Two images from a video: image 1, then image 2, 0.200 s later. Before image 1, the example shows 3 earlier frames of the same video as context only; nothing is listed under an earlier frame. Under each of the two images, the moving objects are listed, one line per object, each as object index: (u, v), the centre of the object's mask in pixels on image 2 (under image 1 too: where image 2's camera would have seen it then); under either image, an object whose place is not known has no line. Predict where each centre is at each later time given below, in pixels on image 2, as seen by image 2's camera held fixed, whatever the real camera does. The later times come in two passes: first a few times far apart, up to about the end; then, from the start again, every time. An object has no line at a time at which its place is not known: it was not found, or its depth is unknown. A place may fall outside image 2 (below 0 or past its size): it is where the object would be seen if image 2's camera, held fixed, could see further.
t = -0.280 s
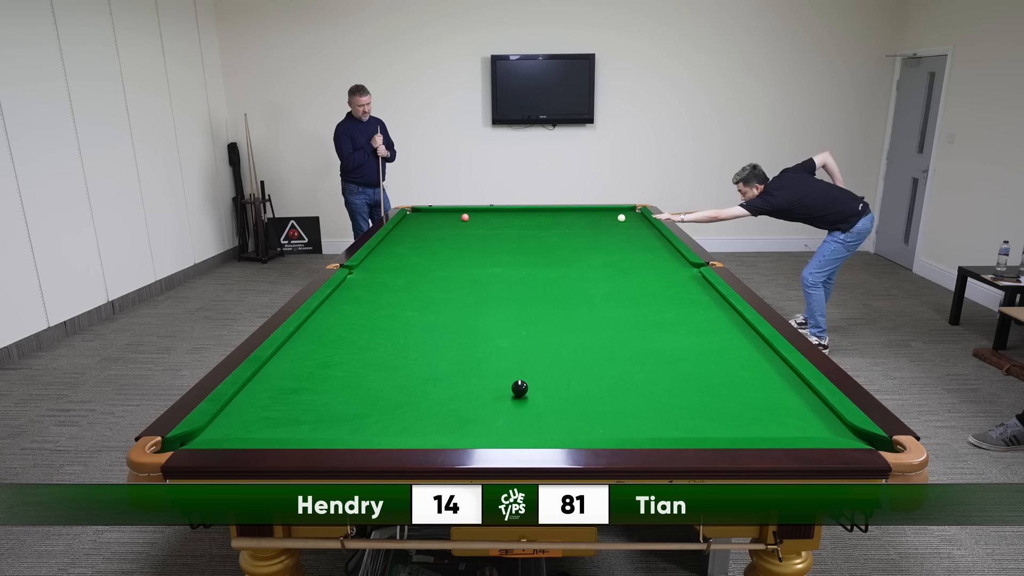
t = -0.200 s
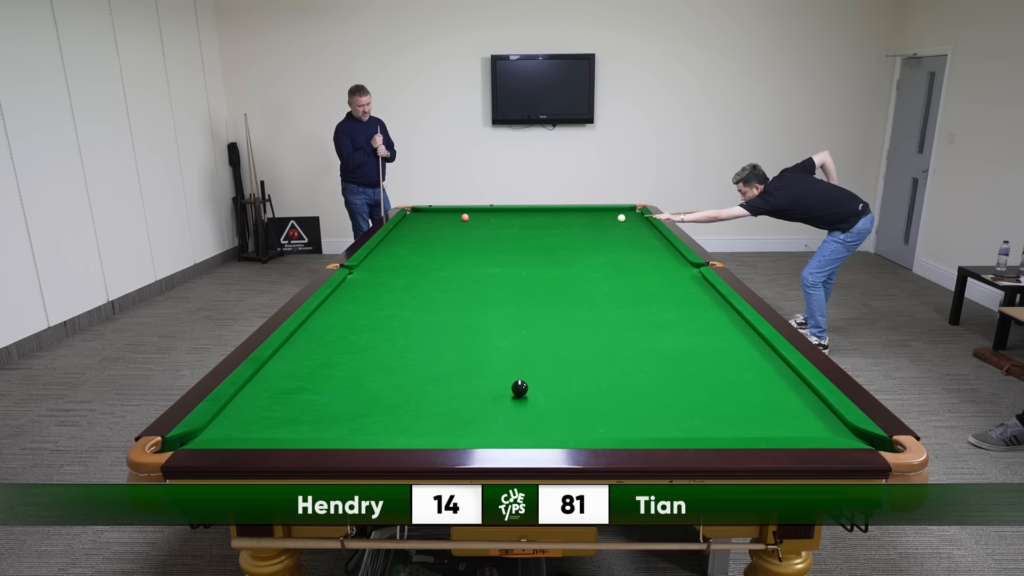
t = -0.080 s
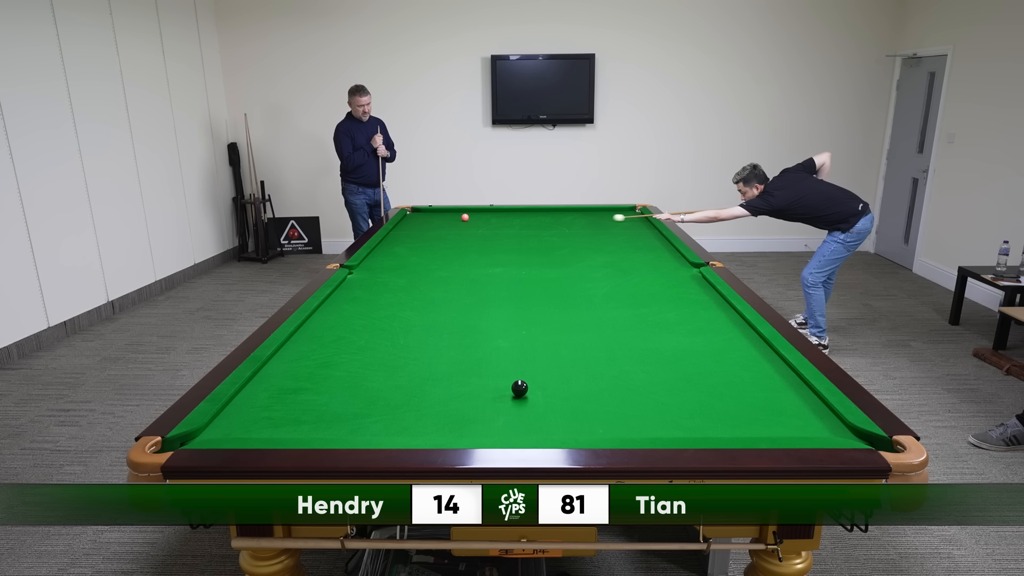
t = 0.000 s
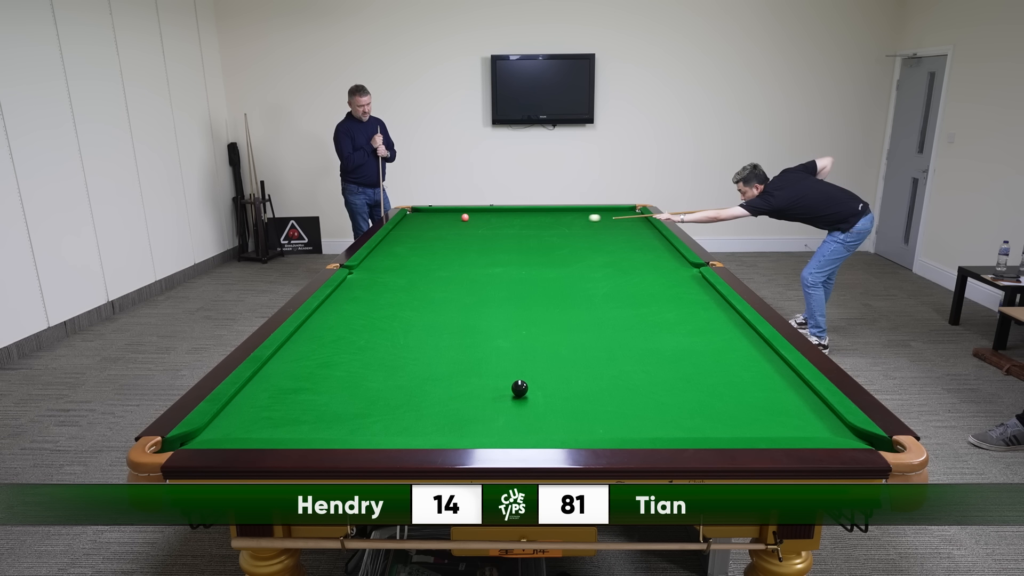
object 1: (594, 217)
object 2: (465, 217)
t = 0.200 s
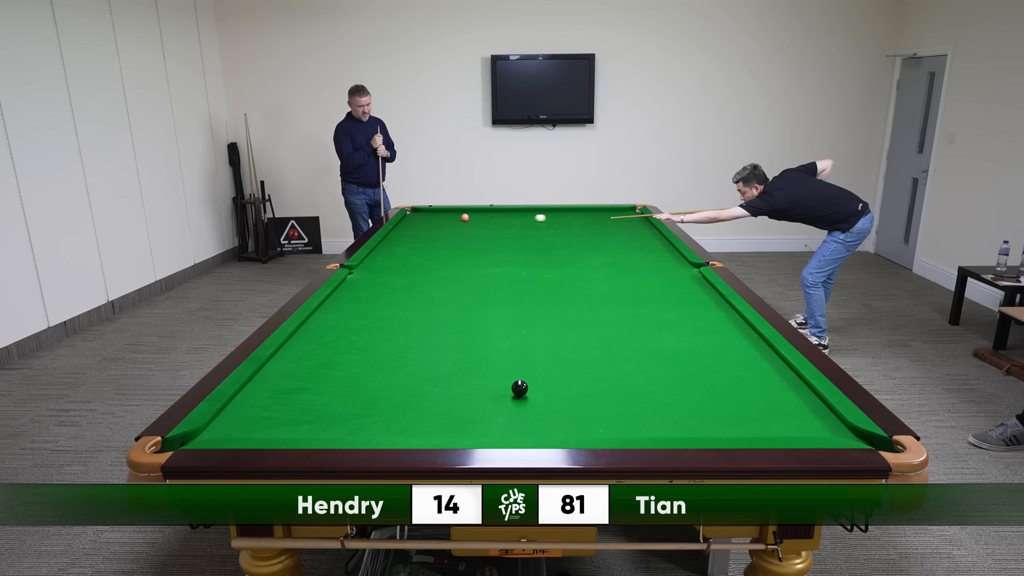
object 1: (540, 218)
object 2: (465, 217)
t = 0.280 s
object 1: (520, 218)
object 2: (465, 217)
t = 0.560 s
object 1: (462, 220)
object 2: (455, 216)
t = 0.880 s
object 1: (419, 225)
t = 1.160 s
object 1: (405, 230)
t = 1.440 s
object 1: (424, 234)
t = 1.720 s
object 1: (443, 238)
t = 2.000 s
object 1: (462, 242)
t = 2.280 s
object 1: (482, 247)
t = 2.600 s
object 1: (505, 252)
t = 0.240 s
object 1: (530, 218)
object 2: (465, 217)
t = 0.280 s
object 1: (520, 218)
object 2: (465, 217)
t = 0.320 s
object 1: (510, 218)
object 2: (465, 217)
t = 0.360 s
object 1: (500, 218)
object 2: (465, 217)
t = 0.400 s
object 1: (490, 218)
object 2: (465, 217)
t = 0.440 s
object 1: (481, 218)
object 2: (465, 217)
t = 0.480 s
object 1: (472, 218)
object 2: (464, 217)
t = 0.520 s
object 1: (467, 219)
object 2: (459, 216)
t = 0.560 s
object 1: (462, 220)
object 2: (455, 216)
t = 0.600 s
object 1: (457, 220)
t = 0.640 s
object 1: (452, 221)
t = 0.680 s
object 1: (447, 222)
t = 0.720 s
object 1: (441, 222)
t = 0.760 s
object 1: (436, 223)
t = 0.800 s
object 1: (430, 224)
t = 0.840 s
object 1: (425, 224)
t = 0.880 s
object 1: (419, 225)
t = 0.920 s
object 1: (413, 226)
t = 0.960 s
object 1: (407, 227)
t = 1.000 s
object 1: (402, 227)
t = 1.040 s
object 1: (396, 228)
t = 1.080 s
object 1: (398, 229)
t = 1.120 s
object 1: (402, 229)
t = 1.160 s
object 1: (405, 230)
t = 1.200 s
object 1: (408, 230)
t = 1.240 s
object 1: (411, 231)
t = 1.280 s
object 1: (414, 231)
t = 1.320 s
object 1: (416, 232)
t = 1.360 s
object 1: (419, 233)
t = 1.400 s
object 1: (421, 233)
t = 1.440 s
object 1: (424, 234)
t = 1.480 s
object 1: (427, 234)
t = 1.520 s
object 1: (429, 235)
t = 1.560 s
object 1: (432, 236)
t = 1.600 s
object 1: (435, 236)
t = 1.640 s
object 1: (437, 237)
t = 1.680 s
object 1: (440, 237)
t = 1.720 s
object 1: (443, 238)
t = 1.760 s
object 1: (445, 239)
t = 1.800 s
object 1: (448, 239)
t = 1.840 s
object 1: (451, 240)
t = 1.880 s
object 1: (454, 241)
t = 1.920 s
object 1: (456, 241)
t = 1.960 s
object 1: (459, 242)
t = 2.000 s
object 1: (462, 242)
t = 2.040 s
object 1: (465, 243)
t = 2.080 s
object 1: (468, 244)
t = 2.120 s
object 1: (471, 244)
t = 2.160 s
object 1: (473, 245)
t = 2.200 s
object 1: (476, 246)
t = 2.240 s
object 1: (479, 246)
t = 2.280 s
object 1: (482, 247)
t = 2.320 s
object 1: (485, 248)
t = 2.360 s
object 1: (488, 248)
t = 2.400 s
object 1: (491, 249)
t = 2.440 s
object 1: (494, 249)
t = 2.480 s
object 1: (496, 250)
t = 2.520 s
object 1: (499, 251)
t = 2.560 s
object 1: (502, 252)
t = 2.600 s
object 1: (505, 252)
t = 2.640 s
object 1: (508, 253)
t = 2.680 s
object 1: (511, 253)
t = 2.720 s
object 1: (514, 254)
